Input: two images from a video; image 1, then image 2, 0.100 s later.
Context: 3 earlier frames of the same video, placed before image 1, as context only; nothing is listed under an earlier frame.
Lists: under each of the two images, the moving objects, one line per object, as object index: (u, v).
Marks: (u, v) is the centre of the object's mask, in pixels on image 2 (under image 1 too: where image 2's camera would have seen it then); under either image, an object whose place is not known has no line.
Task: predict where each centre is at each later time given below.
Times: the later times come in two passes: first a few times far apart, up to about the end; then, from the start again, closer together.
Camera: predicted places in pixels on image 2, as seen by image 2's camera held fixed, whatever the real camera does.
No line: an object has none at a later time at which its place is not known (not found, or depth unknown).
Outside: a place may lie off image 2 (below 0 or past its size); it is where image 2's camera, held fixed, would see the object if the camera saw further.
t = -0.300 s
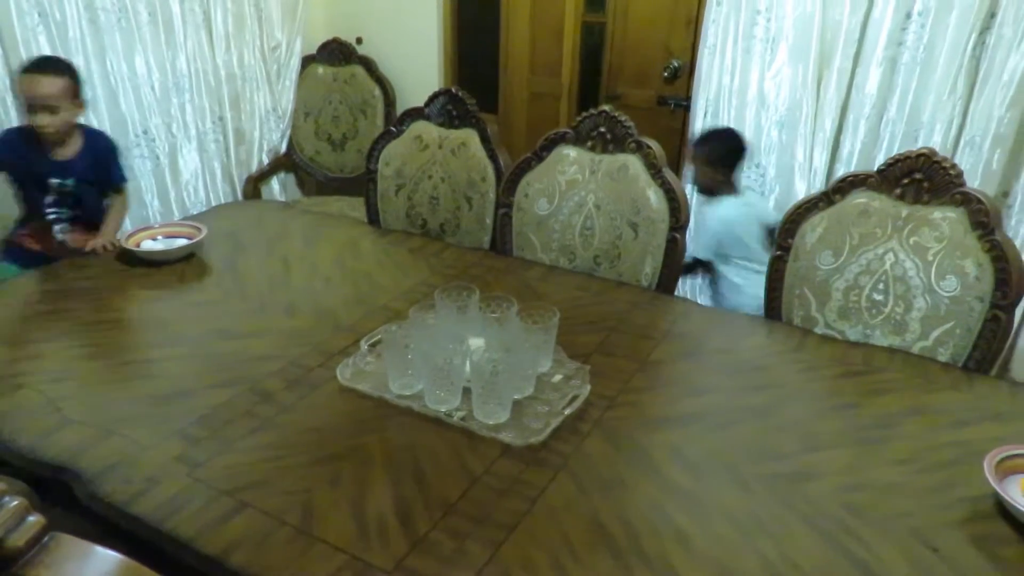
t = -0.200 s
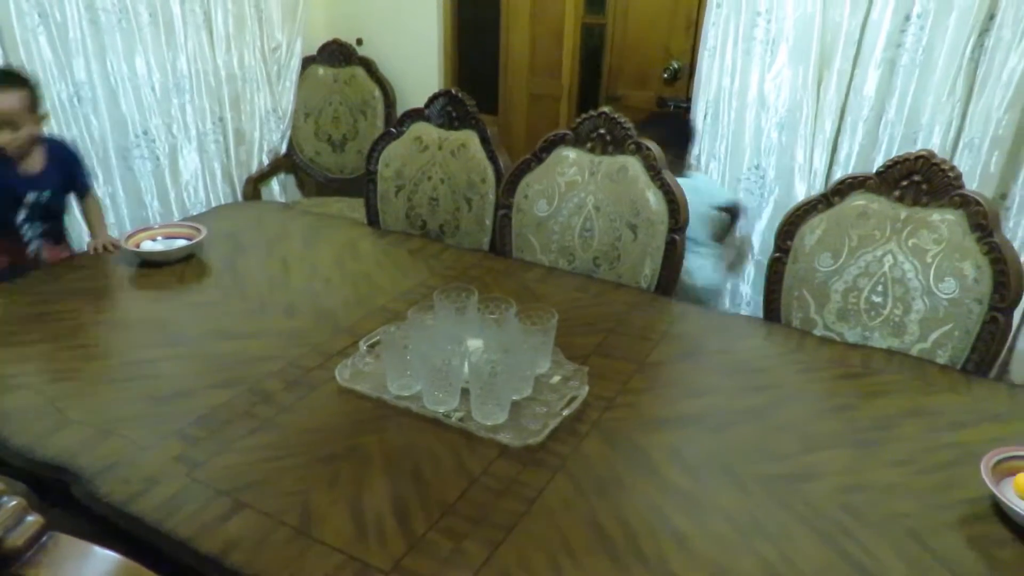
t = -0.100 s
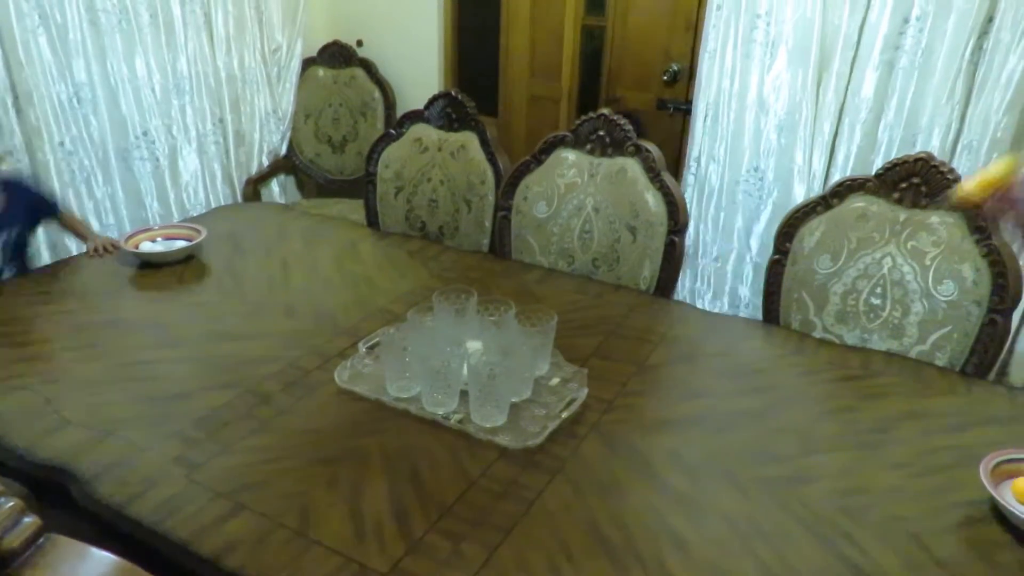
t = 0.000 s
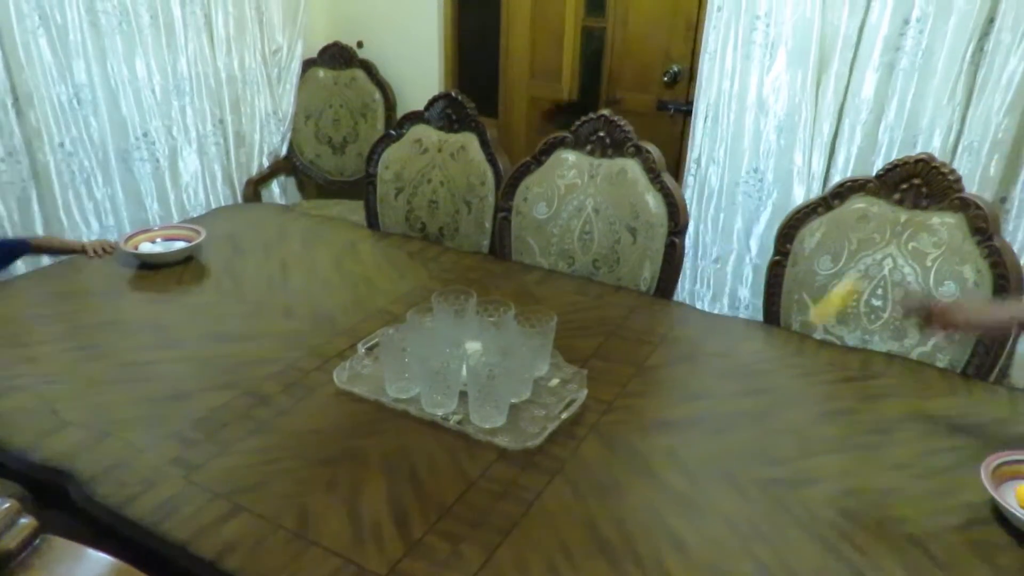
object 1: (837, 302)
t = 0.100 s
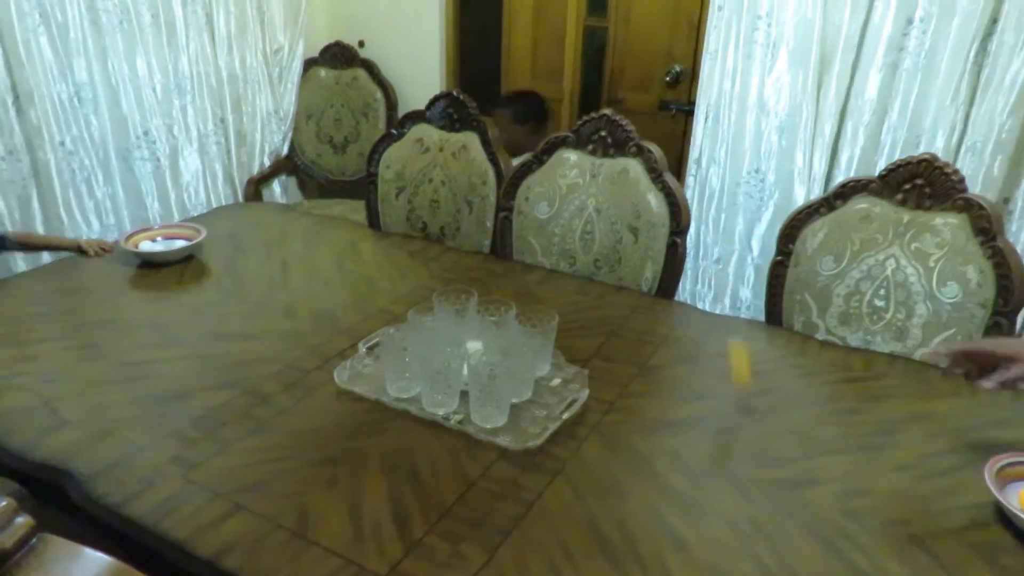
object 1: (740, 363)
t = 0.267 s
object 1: (681, 207)
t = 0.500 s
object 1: (570, 233)
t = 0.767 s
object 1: (437, 223)
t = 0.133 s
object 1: (732, 326)
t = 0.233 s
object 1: (696, 227)
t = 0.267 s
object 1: (681, 207)
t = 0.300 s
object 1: (670, 192)
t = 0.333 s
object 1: (655, 185)
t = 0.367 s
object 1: (638, 182)
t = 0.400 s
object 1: (621, 186)
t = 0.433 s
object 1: (604, 196)
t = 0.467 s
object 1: (588, 210)
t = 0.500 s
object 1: (570, 233)
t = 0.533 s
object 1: (552, 259)
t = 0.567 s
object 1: (538, 290)
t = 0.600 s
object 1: (524, 309)
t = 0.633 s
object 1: (506, 284)
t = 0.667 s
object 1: (489, 262)
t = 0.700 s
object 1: (473, 243)
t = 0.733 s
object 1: (454, 230)
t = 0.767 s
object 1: (437, 223)
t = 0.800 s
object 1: (421, 221)
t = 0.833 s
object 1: (403, 225)
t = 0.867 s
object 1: (388, 236)
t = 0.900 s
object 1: (373, 250)
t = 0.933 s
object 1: (360, 271)
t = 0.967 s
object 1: (344, 298)
